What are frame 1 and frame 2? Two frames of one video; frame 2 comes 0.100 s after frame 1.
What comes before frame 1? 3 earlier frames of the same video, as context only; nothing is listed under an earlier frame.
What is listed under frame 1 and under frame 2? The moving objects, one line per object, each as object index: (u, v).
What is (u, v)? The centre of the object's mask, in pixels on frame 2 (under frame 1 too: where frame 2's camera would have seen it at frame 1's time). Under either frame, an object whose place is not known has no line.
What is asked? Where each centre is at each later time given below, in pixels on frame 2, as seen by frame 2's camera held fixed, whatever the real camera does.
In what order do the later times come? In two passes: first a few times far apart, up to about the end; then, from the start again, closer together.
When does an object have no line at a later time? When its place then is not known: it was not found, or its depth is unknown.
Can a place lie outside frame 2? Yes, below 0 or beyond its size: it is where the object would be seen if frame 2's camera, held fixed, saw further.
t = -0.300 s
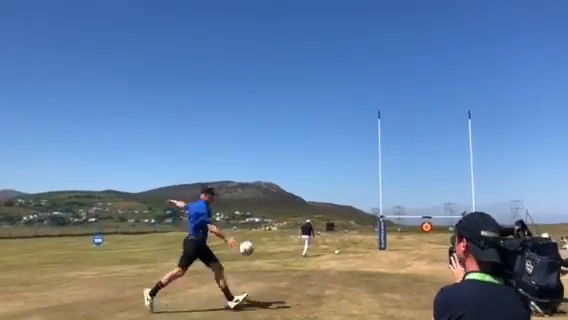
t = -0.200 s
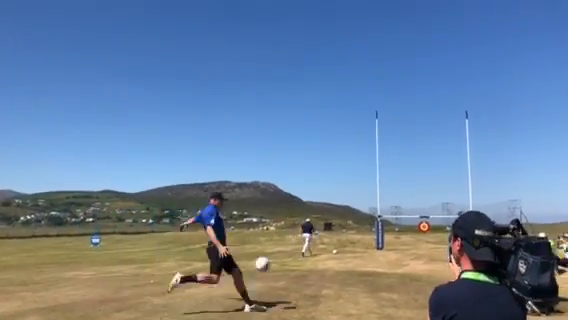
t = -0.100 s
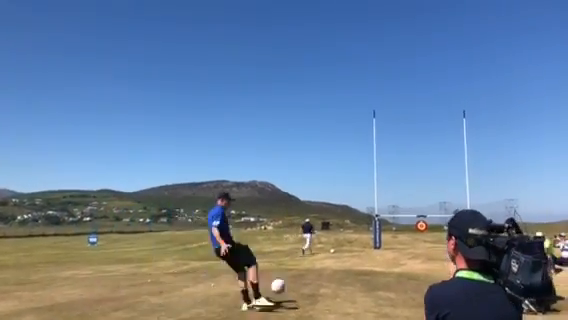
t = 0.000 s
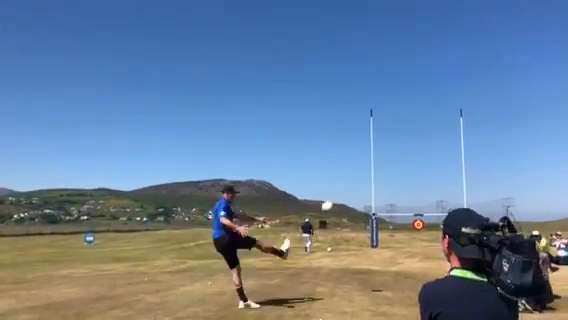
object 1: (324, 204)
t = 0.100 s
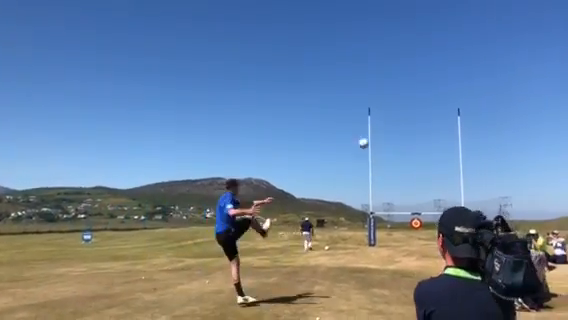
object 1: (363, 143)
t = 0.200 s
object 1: (389, 103)
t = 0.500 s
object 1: (428, 48)
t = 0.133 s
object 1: (373, 127)
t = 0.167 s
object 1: (381, 114)
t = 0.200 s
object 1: (389, 103)
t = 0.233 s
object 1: (396, 92)
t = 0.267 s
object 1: (402, 83)
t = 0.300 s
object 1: (407, 76)
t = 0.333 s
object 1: (412, 69)
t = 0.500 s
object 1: (428, 48)
